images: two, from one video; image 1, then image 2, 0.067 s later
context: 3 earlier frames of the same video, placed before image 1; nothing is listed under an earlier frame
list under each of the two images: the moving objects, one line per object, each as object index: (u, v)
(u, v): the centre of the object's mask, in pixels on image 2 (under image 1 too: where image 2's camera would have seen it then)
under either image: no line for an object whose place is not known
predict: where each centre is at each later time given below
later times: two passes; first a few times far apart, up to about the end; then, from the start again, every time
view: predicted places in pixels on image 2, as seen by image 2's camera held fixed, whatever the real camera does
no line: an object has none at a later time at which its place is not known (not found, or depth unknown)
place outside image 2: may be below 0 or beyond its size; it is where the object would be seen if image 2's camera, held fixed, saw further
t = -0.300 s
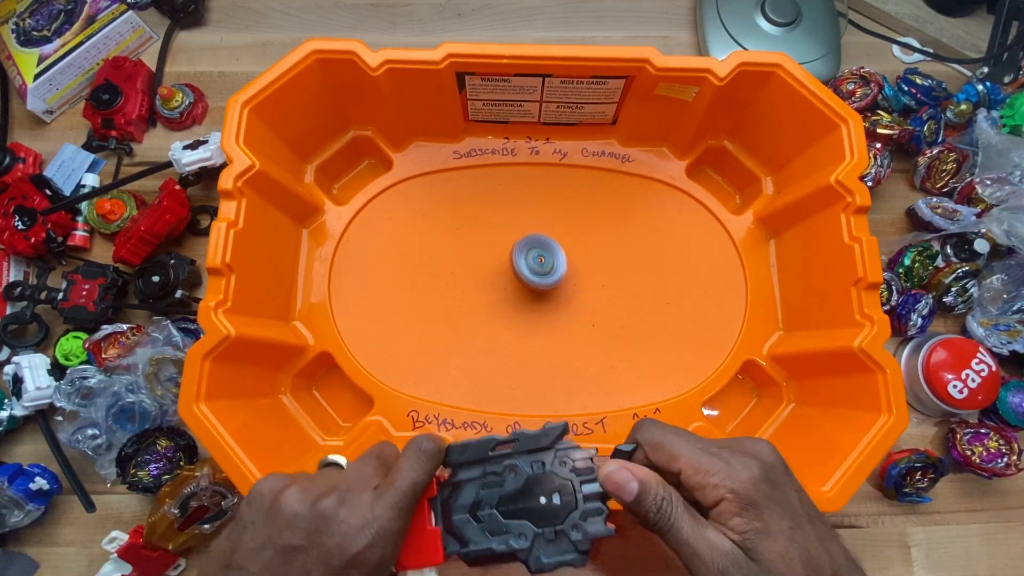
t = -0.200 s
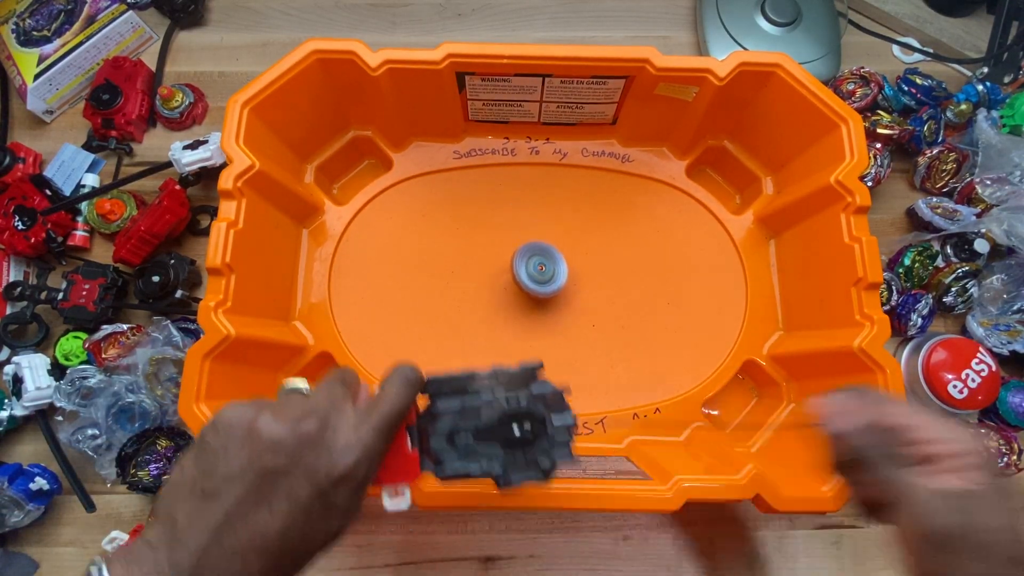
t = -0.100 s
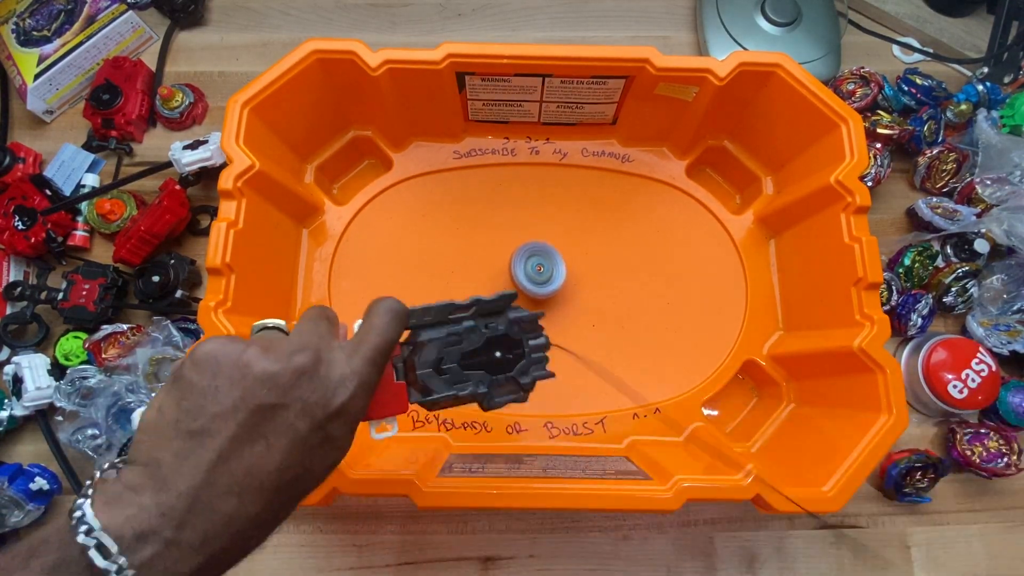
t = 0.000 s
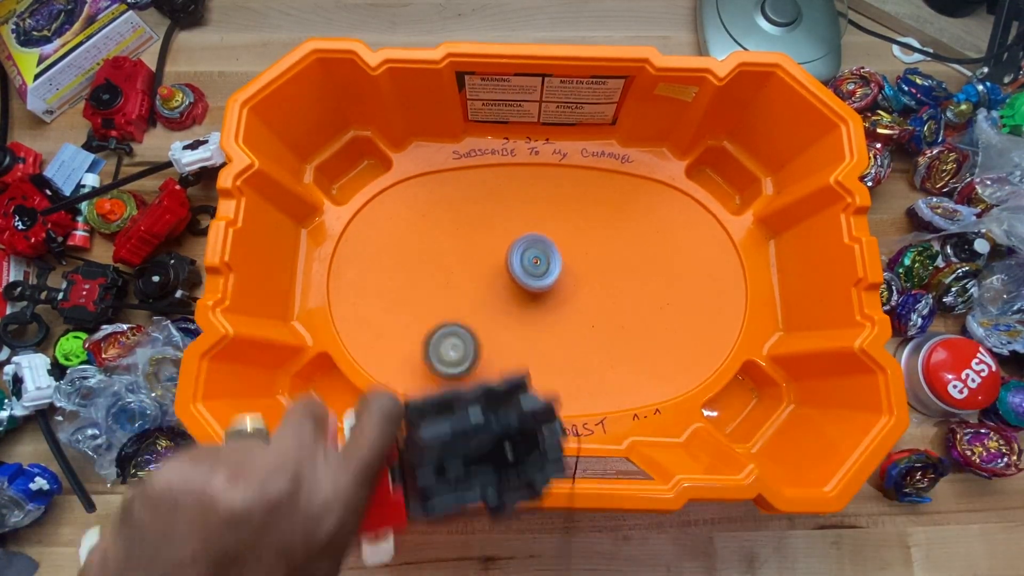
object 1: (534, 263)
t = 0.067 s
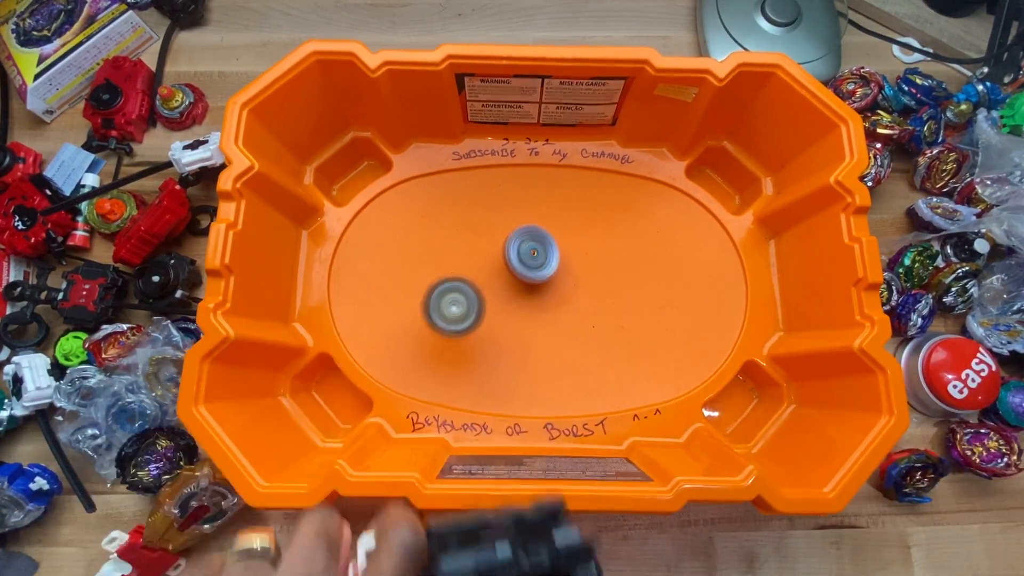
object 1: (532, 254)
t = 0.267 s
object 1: (563, 241)
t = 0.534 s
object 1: (665, 264)
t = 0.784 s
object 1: (663, 277)
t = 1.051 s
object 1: (635, 306)
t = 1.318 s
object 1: (609, 302)
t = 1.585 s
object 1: (576, 281)
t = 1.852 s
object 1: (585, 322)
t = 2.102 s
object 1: (609, 337)
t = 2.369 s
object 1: (605, 340)
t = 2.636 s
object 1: (567, 299)
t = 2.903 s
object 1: (502, 300)
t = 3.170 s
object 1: (464, 323)
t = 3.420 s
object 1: (471, 313)
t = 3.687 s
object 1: (517, 270)
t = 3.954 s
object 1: (554, 241)
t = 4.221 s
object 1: (546, 261)
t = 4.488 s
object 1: (531, 269)
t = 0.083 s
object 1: (531, 252)
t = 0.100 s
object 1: (530, 251)
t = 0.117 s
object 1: (530, 248)
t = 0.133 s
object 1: (529, 247)
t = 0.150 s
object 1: (528, 245)
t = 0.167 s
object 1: (528, 243)
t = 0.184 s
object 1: (527, 241)
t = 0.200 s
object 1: (528, 241)
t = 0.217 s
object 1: (536, 240)
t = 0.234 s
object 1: (546, 239)
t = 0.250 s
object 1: (554, 240)
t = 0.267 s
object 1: (563, 241)
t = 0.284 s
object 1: (571, 243)
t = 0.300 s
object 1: (579, 243)
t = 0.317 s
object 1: (588, 244)
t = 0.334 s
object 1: (595, 245)
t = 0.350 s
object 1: (603, 247)
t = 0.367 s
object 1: (610, 248)
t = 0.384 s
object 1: (617, 249)
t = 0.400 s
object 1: (624, 251)
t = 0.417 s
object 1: (630, 253)
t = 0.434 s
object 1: (637, 254)
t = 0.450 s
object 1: (643, 256)
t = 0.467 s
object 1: (647, 258)
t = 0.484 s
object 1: (653, 259)
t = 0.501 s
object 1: (657, 261)
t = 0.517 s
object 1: (661, 263)
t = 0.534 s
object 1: (665, 264)
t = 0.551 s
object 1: (667, 266)
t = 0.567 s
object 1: (670, 267)
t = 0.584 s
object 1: (673, 269)
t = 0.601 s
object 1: (674, 270)
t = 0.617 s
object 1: (675, 271)
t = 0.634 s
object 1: (676, 272)
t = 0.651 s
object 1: (677, 273)
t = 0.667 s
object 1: (676, 274)
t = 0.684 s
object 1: (676, 274)
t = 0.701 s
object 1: (674, 275)
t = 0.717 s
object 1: (673, 275)
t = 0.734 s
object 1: (671, 276)
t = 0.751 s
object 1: (668, 276)
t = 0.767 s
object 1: (666, 276)
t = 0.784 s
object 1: (663, 277)
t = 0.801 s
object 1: (659, 277)
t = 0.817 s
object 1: (655, 277)
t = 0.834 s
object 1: (652, 277)
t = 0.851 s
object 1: (648, 277)
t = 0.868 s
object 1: (643, 277)
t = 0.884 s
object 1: (638, 277)
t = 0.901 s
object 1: (633, 277)
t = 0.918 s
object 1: (630, 279)
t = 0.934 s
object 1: (632, 282)
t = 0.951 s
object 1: (633, 285)
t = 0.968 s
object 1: (634, 289)
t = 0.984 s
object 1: (634, 294)
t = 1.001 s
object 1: (635, 297)
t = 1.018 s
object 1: (635, 300)
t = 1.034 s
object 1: (635, 303)
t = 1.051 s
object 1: (635, 306)
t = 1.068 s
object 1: (634, 308)
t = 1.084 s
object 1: (634, 310)
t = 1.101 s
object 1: (633, 312)
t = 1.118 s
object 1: (632, 313)
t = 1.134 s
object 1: (631, 314)
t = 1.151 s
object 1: (629, 314)
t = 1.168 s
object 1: (628, 315)
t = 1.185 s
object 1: (626, 315)
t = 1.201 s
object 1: (624, 314)
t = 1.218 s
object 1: (622, 313)
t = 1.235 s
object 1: (620, 312)
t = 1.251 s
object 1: (618, 311)
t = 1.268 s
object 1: (616, 309)
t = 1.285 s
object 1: (614, 307)
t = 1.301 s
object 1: (612, 305)
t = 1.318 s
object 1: (609, 302)
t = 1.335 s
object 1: (607, 300)
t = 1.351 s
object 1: (604, 298)
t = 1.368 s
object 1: (602, 295)
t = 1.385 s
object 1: (599, 292)
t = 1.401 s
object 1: (597, 290)
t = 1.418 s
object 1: (594, 288)
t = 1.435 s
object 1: (592, 285)
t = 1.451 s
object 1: (589, 283)
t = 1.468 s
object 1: (587, 280)
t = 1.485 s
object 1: (584, 278)
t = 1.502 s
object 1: (582, 277)
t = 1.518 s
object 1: (581, 278)
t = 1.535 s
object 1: (580, 278)
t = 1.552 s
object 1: (579, 279)
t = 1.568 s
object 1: (577, 280)
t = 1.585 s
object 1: (576, 281)
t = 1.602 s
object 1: (575, 282)
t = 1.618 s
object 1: (574, 283)
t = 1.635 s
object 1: (574, 284)
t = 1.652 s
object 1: (573, 285)
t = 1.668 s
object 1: (573, 286)
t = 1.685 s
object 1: (573, 287)
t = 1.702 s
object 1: (573, 289)
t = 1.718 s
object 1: (574, 293)
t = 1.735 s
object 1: (574, 298)
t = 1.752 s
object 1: (575, 302)
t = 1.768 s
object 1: (577, 305)
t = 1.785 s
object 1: (578, 310)
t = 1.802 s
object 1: (580, 313)
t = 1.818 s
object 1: (581, 316)
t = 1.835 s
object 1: (583, 319)
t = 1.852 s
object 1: (585, 322)
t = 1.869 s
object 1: (587, 325)
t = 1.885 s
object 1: (589, 327)
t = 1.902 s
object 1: (591, 329)
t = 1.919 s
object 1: (592, 331)
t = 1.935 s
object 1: (595, 333)
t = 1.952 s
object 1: (596, 335)
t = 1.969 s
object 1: (598, 336)
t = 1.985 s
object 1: (599, 337)
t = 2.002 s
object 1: (601, 337)
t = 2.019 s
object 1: (603, 338)
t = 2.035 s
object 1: (604, 338)
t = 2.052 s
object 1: (606, 338)
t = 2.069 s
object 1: (607, 338)
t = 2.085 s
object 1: (608, 337)
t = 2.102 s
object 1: (609, 337)
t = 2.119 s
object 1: (610, 338)
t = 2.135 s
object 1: (610, 340)
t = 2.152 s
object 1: (611, 342)
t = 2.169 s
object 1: (611, 343)
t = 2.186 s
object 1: (612, 344)
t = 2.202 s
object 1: (612, 345)
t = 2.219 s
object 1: (611, 346)
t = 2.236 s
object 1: (611, 346)
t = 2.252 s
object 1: (611, 346)
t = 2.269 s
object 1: (611, 346)
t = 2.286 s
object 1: (610, 346)
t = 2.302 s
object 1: (610, 345)
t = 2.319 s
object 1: (609, 344)
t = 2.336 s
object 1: (608, 343)
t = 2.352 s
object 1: (606, 341)
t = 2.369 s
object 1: (605, 340)
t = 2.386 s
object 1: (604, 338)
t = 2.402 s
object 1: (602, 336)
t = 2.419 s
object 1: (600, 334)
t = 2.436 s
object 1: (598, 332)
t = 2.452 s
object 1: (596, 330)
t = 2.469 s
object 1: (594, 327)
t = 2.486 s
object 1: (592, 324)
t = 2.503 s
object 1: (590, 322)
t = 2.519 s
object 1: (587, 319)
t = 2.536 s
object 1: (584, 316)
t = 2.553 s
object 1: (581, 314)
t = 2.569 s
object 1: (579, 311)
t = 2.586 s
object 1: (576, 308)
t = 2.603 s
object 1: (573, 305)
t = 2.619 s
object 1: (570, 302)
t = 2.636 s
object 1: (567, 299)
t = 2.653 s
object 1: (563, 297)
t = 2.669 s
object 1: (558, 296)
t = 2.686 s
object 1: (553, 295)
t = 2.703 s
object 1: (549, 294)
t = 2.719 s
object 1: (545, 294)
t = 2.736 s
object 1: (540, 293)
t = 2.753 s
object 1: (536, 293)
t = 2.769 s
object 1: (532, 293)
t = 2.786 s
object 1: (528, 293)
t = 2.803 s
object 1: (524, 293)
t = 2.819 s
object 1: (520, 294)
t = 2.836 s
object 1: (517, 294)
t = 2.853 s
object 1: (513, 295)
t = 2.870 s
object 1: (509, 297)
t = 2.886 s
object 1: (506, 298)
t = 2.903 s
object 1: (502, 300)
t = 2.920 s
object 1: (499, 302)
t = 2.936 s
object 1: (495, 303)
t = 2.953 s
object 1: (492, 305)
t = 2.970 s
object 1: (488, 307)
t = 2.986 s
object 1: (486, 308)
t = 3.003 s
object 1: (483, 310)
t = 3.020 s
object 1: (480, 312)
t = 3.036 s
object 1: (478, 314)
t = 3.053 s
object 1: (475, 315)
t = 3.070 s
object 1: (473, 317)
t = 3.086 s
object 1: (471, 318)
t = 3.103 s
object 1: (469, 319)
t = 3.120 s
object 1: (467, 321)
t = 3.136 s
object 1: (466, 322)
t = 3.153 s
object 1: (465, 322)
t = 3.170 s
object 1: (464, 323)
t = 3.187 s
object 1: (464, 324)
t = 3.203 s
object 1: (463, 324)
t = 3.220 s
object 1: (463, 324)
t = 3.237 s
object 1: (462, 325)
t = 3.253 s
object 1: (462, 324)
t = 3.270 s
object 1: (462, 324)
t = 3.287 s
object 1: (462, 324)
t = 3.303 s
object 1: (463, 323)
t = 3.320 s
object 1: (464, 322)
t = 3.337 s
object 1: (465, 321)
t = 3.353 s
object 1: (466, 319)
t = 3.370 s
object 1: (467, 318)
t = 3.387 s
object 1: (468, 316)
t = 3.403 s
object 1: (470, 314)
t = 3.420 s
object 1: (471, 313)
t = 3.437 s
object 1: (473, 311)
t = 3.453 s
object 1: (475, 308)
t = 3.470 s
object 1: (477, 306)
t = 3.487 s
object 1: (479, 303)
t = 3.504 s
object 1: (481, 301)
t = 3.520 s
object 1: (484, 298)
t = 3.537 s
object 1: (487, 295)
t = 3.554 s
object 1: (490, 292)
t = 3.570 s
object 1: (493, 289)
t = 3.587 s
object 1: (497, 287)
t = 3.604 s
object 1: (500, 284)
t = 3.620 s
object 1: (504, 281)
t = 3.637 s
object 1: (507, 278)
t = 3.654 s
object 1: (510, 276)
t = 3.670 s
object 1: (514, 273)
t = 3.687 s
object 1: (517, 270)
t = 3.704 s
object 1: (520, 268)
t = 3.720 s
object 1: (523, 265)
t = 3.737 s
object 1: (525, 263)
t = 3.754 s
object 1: (528, 260)
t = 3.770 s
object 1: (531, 258)
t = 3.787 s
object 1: (534, 255)
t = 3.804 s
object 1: (536, 253)
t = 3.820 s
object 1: (539, 251)
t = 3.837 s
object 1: (542, 249)
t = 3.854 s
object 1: (544, 248)
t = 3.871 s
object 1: (546, 246)
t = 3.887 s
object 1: (549, 244)
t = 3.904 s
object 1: (550, 243)
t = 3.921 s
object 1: (552, 242)
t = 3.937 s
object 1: (553, 241)
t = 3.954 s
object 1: (554, 241)
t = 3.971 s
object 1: (554, 241)
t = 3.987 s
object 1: (555, 241)
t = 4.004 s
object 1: (555, 241)
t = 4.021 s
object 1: (555, 242)
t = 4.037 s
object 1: (554, 243)
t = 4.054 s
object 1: (554, 245)
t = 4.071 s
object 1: (553, 246)
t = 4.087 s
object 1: (552, 248)
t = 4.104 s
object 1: (551, 250)
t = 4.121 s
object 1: (550, 252)
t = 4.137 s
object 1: (549, 254)
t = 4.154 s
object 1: (549, 255)
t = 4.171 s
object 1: (548, 257)
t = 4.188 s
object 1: (547, 258)
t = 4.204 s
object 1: (546, 260)
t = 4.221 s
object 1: (546, 261)
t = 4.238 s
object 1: (545, 262)
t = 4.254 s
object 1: (544, 264)
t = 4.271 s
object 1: (543, 265)
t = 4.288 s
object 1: (543, 266)
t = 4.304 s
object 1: (542, 267)
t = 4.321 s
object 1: (541, 268)
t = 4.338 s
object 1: (541, 269)
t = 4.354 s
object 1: (540, 269)
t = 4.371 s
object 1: (539, 270)
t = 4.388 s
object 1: (538, 271)
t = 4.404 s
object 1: (538, 272)
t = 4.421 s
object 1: (537, 272)
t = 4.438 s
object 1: (535, 271)
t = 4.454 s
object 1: (534, 271)
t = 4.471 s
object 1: (532, 270)
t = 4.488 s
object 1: (531, 269)
